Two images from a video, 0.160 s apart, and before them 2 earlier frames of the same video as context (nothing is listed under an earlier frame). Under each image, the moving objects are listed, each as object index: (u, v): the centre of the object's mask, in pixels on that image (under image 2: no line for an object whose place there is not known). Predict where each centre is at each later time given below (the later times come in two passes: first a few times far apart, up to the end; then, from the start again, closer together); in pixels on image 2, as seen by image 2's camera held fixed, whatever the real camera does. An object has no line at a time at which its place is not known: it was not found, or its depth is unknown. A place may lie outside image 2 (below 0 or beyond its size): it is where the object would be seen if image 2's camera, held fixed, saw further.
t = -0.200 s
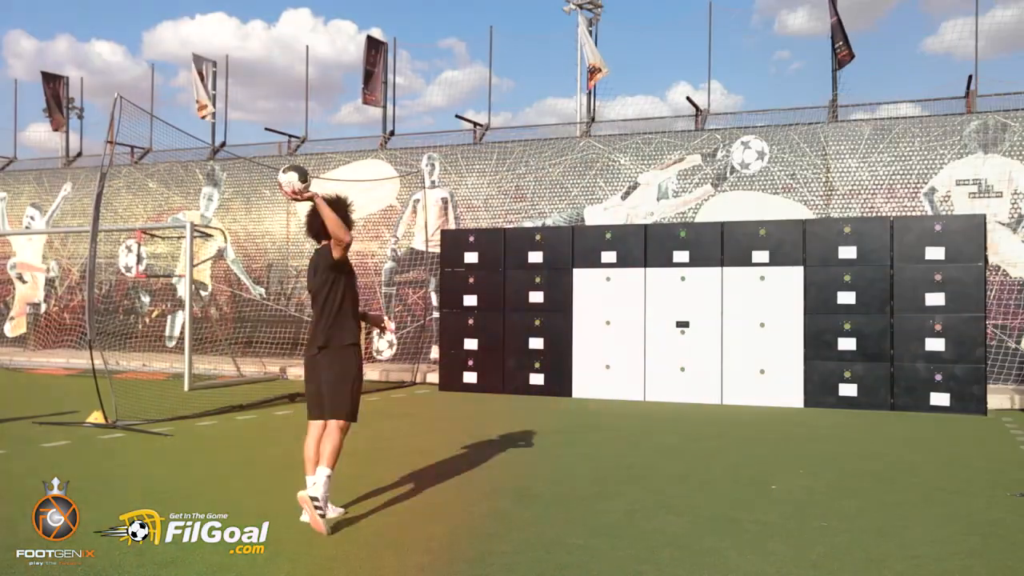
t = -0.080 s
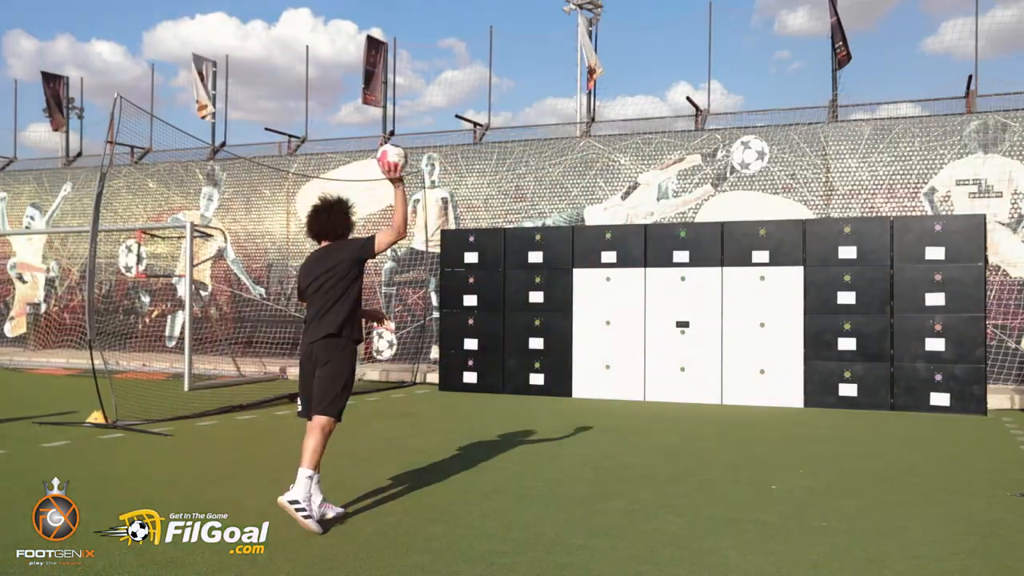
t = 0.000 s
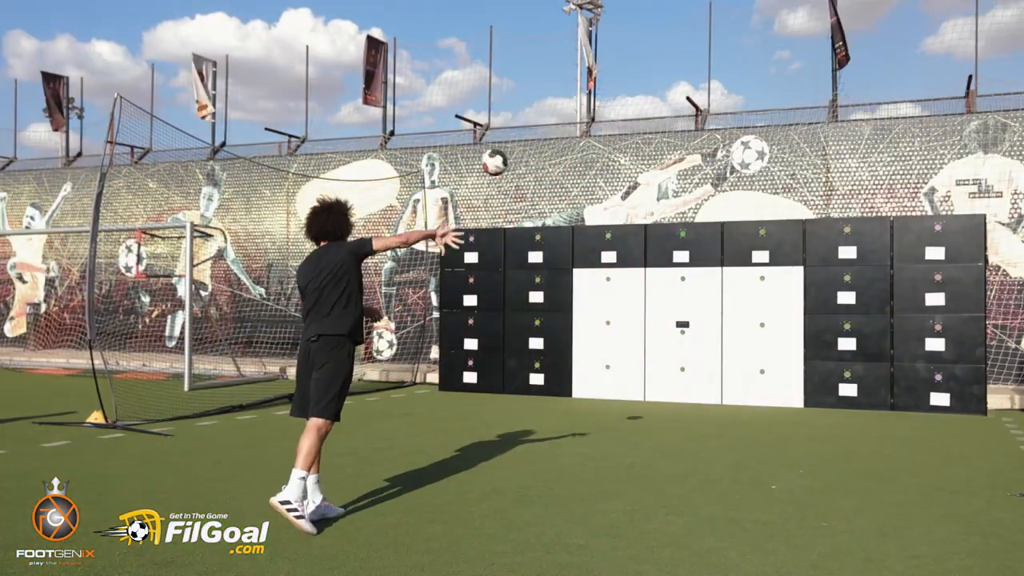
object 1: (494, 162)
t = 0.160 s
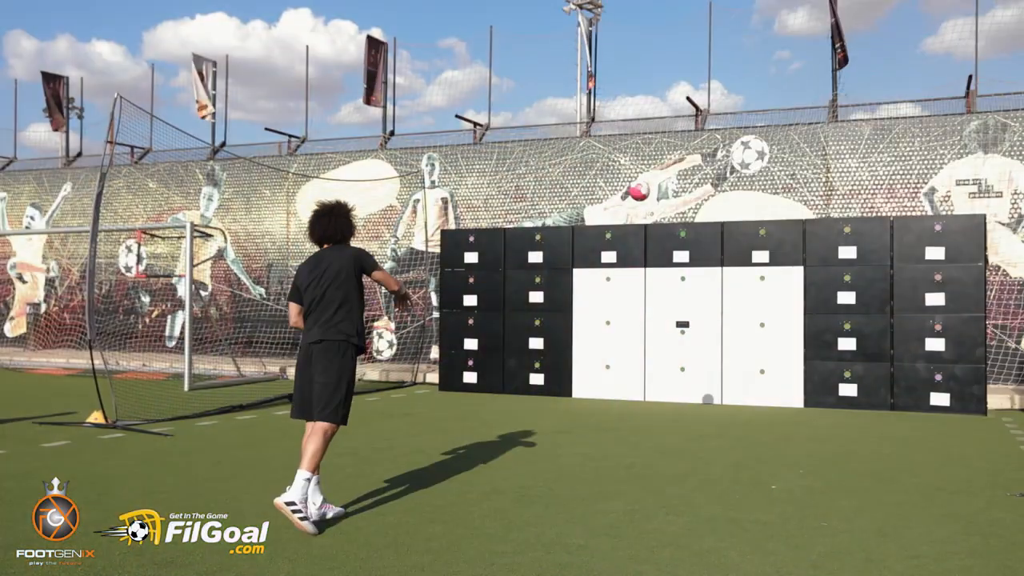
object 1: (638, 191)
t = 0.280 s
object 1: (711, 219)
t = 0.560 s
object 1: (814, 293)
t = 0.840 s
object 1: (851, 393)
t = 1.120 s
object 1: (879, 365)
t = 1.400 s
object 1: (907, 338)
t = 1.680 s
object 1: (949, 429)
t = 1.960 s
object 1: (1008, 496)
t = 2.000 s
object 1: (1014, 489)
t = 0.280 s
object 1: (711, 219)
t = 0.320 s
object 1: (730, 228)
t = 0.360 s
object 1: (749, 238)
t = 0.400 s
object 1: (765, 249)
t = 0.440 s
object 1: (779, 261)
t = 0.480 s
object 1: (794, 272)
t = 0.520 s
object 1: (806, 284)
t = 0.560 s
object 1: (814, 293)
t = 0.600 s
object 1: (819, 301)
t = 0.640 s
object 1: (824, 311)
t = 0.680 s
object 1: (828, 323)
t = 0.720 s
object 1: (833, 336)
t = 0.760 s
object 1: (839, 353)
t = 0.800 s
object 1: (845, 372)
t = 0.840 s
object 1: (851, 393)
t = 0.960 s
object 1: (866, 414)
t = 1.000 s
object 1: (867, 400)
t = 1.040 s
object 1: (872, 386)
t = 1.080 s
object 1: (875, 376)
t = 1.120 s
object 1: (879, 365)
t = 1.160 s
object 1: (883, 356)
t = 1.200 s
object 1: (886, 349)
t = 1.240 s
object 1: (890, 343)
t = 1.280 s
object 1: (894, 339)
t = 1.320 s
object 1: (898, 338)
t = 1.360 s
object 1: (903, 336)
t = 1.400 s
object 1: (907, 338)
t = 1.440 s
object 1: (911, 343)
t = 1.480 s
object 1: (917, 348)
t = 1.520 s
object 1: (923, 358)
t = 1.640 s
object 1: (942, 406)
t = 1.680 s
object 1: (949, 429)
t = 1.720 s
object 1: (957, 456)
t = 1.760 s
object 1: (965, 490)
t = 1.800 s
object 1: (974, 528)
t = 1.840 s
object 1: (983, 536)
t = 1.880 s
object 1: (992, 522)
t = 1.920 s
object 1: (1002, 508)
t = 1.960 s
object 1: (1008, 496)
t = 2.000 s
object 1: (1014, 489)
